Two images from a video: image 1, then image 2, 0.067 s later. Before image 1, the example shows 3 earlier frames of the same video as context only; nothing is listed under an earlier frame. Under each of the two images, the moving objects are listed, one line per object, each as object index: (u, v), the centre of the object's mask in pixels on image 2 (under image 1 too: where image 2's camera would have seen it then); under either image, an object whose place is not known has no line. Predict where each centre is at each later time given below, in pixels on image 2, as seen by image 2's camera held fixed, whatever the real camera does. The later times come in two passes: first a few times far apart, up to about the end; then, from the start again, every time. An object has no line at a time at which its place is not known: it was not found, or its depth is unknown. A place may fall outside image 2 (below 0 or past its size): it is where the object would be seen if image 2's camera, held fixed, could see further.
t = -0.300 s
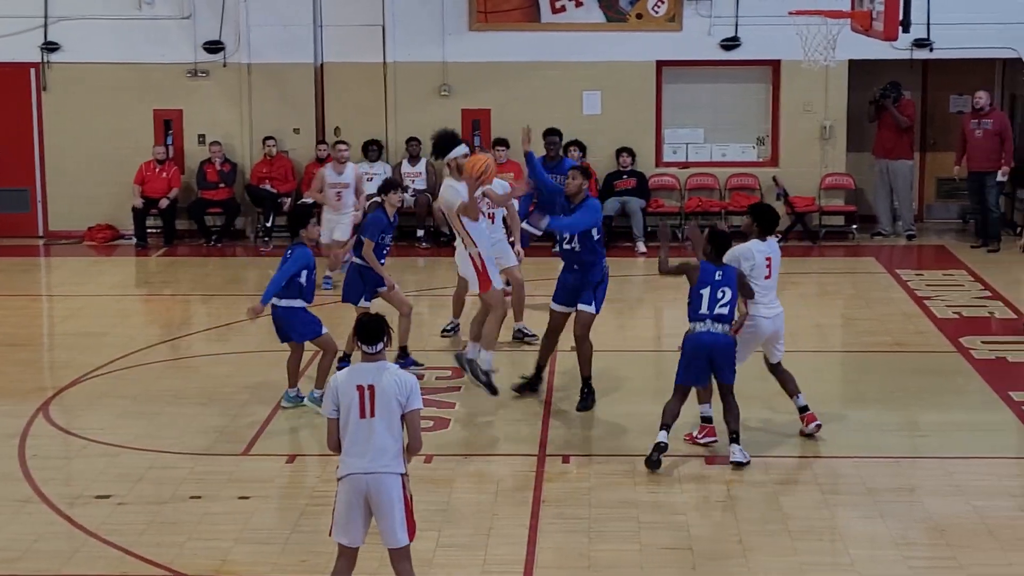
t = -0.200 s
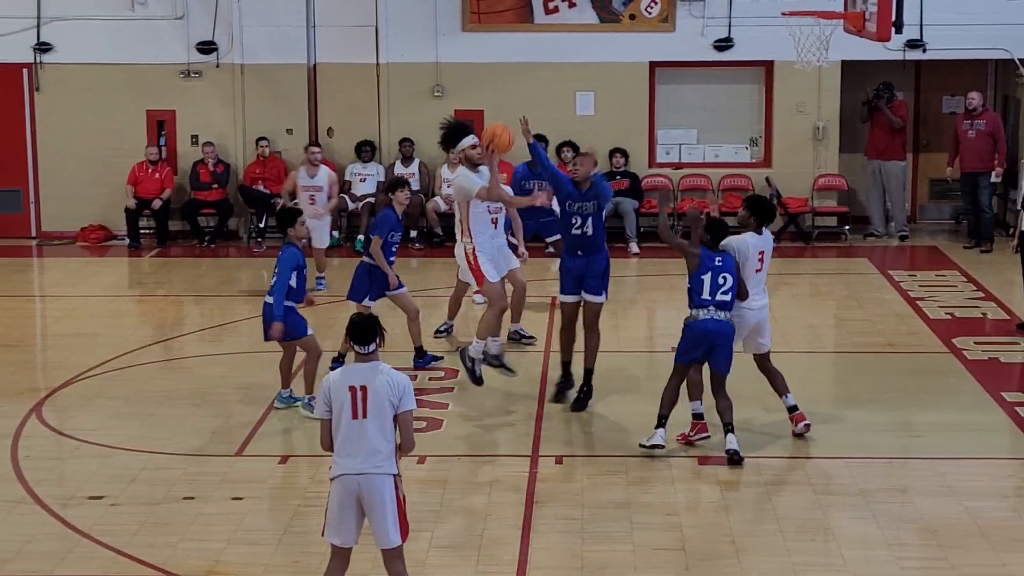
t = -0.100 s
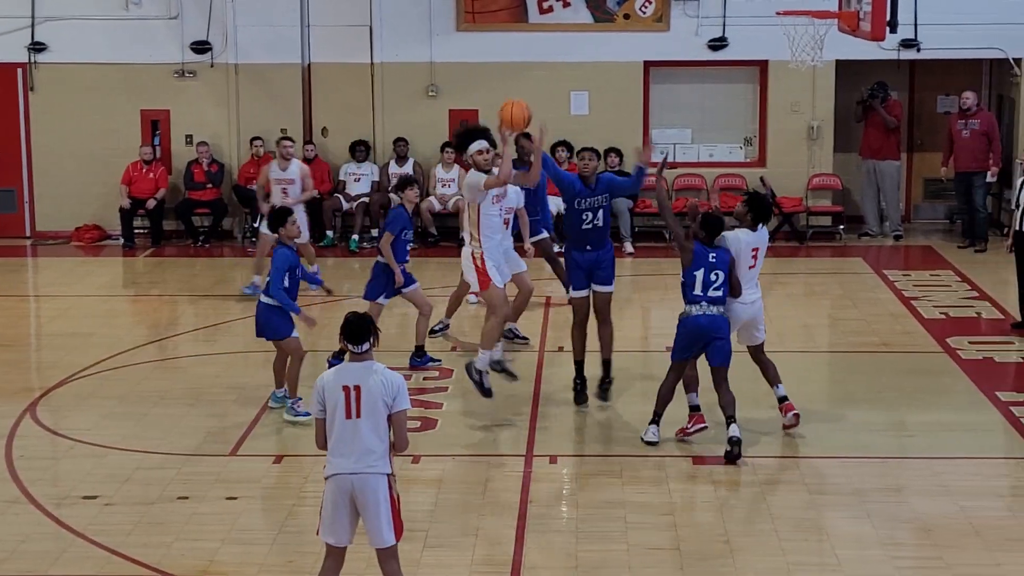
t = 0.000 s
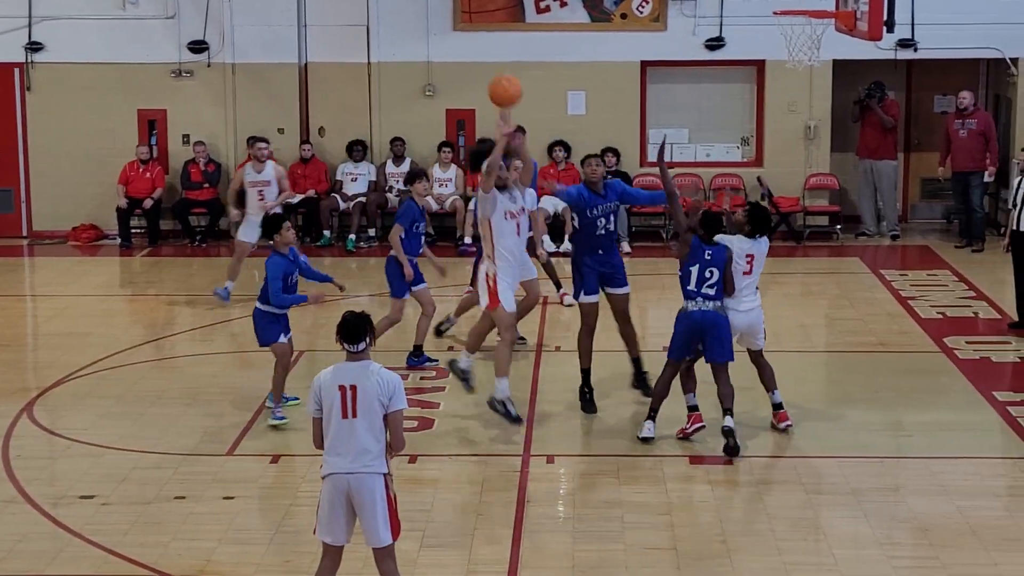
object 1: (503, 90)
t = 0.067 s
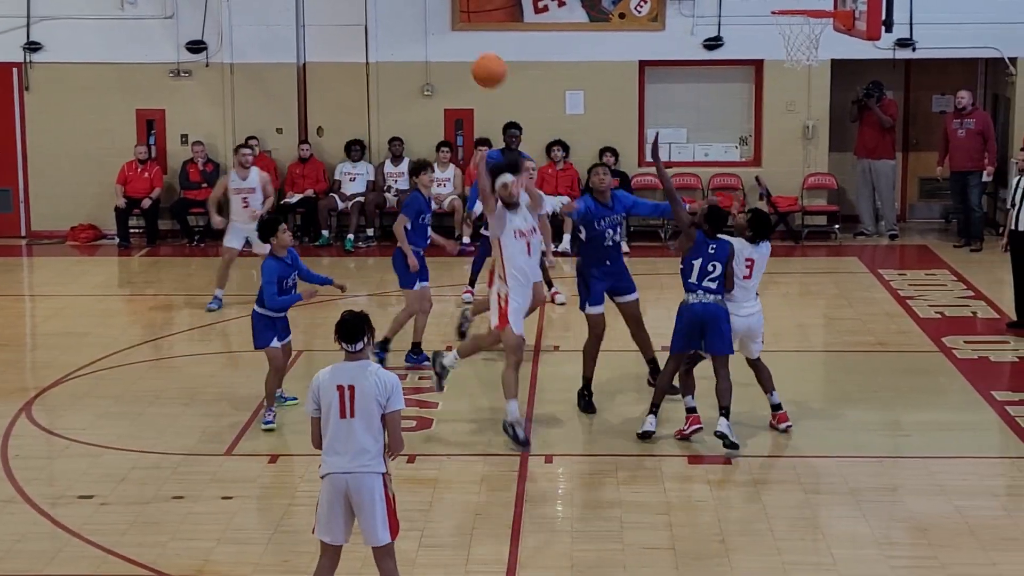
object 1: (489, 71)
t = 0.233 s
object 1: (450, 44)
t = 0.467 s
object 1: (387, 78)
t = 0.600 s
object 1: (347, 140)
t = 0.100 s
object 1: (481, 62)
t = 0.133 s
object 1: (474, 56)
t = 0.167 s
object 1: (466, 50)
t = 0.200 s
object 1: (458, 46)
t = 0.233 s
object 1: (450, 44)
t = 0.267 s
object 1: (442, 44)
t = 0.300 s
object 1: (433, 45)
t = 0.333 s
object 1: (424, 48)
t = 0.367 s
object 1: (415, 52)
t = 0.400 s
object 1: (406, 59)
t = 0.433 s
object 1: (397, 67)
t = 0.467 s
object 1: (387, 78)
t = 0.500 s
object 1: (377, 90)
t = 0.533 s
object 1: (368, 104)
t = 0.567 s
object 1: (357, 121)
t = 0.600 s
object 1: (347, 140)
